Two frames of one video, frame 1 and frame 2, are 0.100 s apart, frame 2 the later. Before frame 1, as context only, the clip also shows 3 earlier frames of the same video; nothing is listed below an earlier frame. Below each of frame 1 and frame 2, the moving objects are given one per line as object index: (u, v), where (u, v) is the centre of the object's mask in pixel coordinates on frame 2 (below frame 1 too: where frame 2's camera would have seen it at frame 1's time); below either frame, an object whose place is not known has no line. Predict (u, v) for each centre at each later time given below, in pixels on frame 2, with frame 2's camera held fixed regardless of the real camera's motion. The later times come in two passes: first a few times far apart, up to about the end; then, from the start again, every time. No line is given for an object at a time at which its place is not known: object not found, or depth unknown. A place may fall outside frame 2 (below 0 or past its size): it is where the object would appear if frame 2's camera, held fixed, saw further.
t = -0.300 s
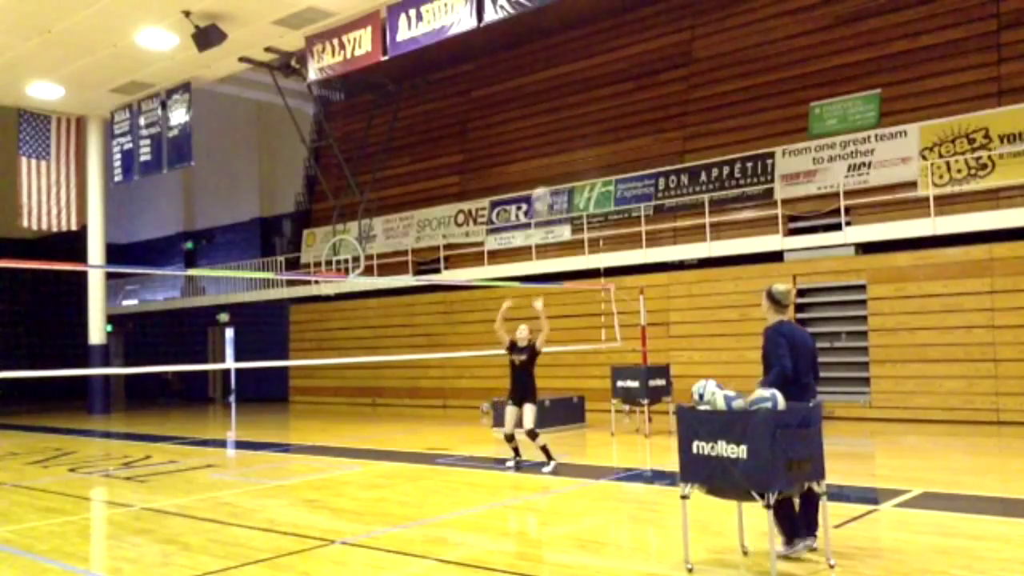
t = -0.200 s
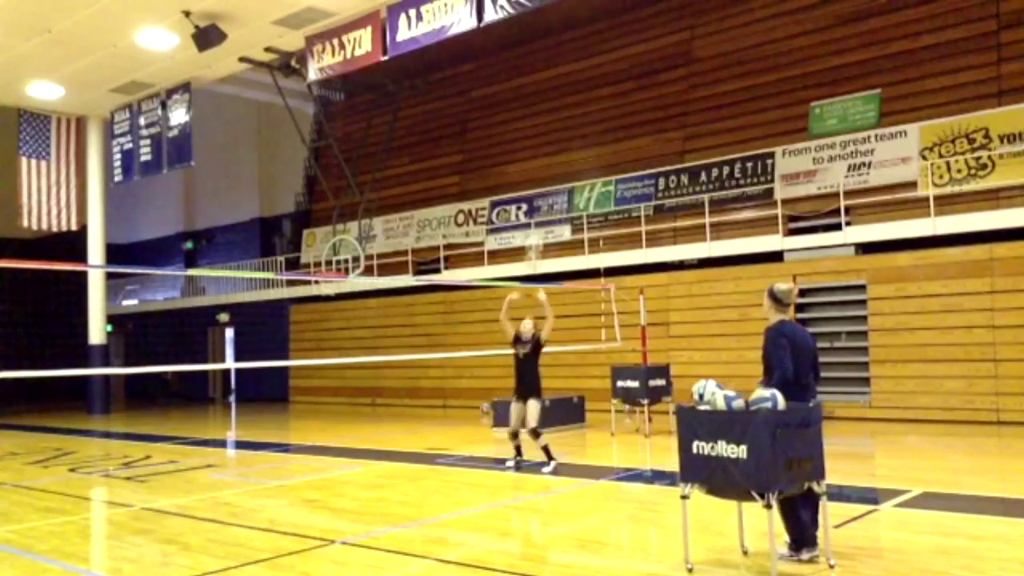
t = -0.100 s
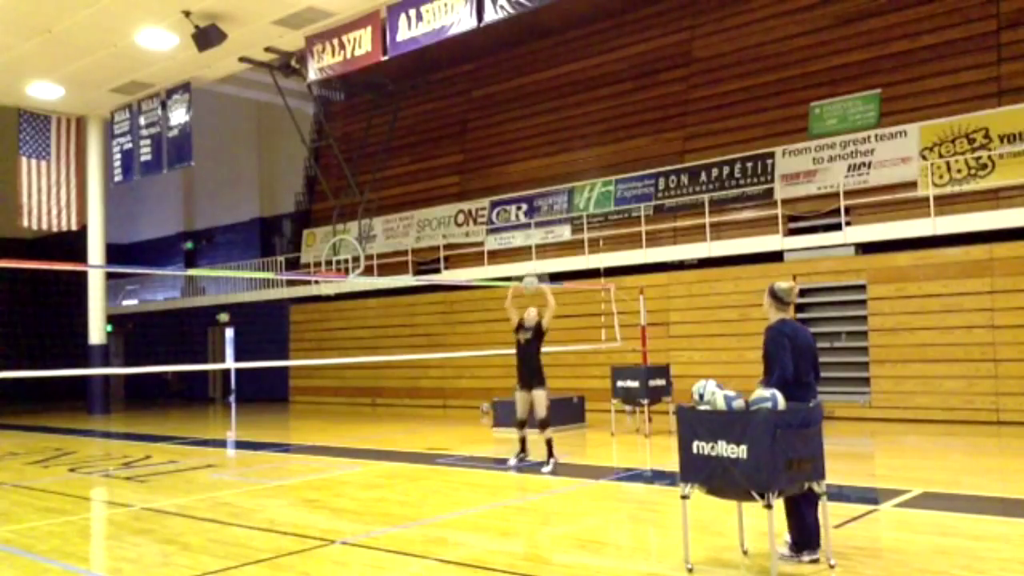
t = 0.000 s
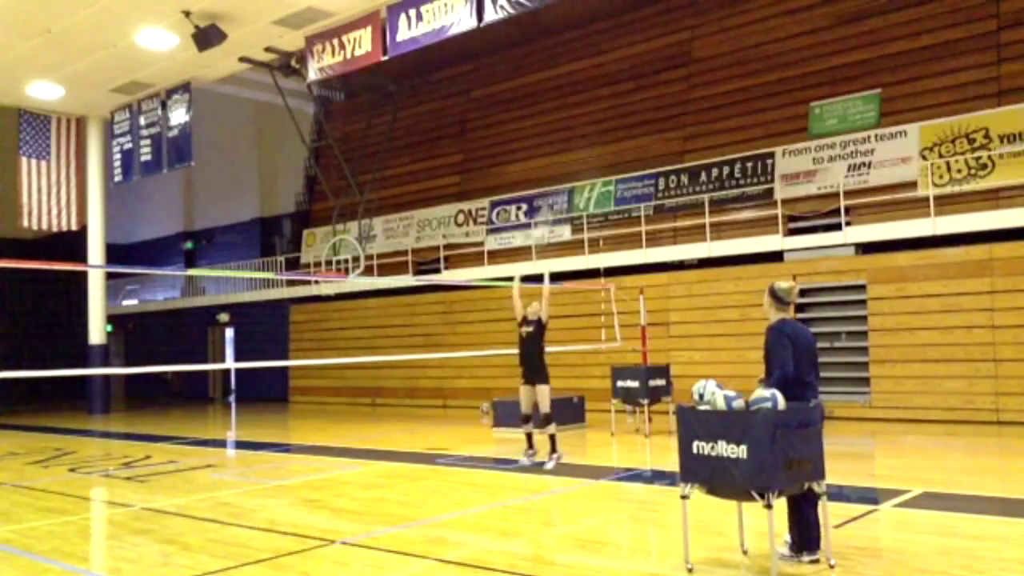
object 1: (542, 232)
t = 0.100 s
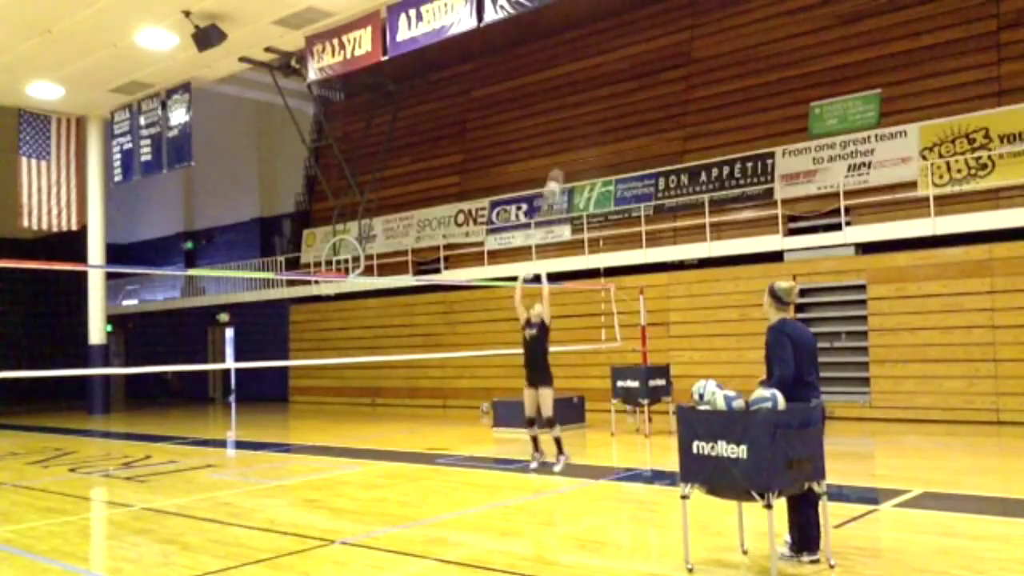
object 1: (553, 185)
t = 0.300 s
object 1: (575, 133)
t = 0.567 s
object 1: (605, 114)
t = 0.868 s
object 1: (636, 156)
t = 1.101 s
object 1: (660, 227)
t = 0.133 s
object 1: (557, 174)
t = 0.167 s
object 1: (561, 164)
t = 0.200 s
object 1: (565, 155)
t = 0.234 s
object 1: (568, 147)
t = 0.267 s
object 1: (572, 139)
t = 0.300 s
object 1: (575, 133)
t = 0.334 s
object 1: (579, 127)
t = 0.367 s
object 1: (583, 123)
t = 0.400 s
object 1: (587, 119)
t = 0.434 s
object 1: (590, 117)
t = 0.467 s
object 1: (594, 114)
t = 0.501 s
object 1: (598, 113)
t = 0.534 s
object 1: (601, 113)
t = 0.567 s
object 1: (605, 114)
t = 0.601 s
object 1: (608, 116)
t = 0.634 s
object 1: (612, 118)
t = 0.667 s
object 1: (615, 121)
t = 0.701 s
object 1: (619, 125)
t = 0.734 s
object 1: (622, 129)
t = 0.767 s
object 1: (626, 135)
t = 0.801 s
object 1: (629, 141)
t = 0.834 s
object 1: (633, 148)
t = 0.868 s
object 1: (636, 156)
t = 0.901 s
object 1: (640, 162)
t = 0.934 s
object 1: (644, 173)
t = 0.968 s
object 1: (647, 182)
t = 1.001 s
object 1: (650, 192)
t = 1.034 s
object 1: (653, 204)
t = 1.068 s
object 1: (657, 215)
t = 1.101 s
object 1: (660, 227)
